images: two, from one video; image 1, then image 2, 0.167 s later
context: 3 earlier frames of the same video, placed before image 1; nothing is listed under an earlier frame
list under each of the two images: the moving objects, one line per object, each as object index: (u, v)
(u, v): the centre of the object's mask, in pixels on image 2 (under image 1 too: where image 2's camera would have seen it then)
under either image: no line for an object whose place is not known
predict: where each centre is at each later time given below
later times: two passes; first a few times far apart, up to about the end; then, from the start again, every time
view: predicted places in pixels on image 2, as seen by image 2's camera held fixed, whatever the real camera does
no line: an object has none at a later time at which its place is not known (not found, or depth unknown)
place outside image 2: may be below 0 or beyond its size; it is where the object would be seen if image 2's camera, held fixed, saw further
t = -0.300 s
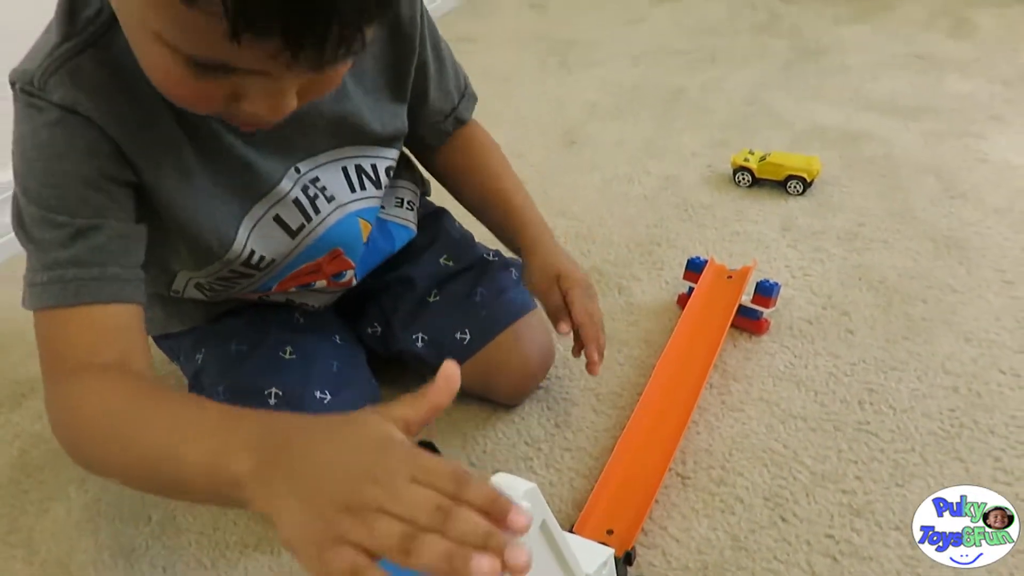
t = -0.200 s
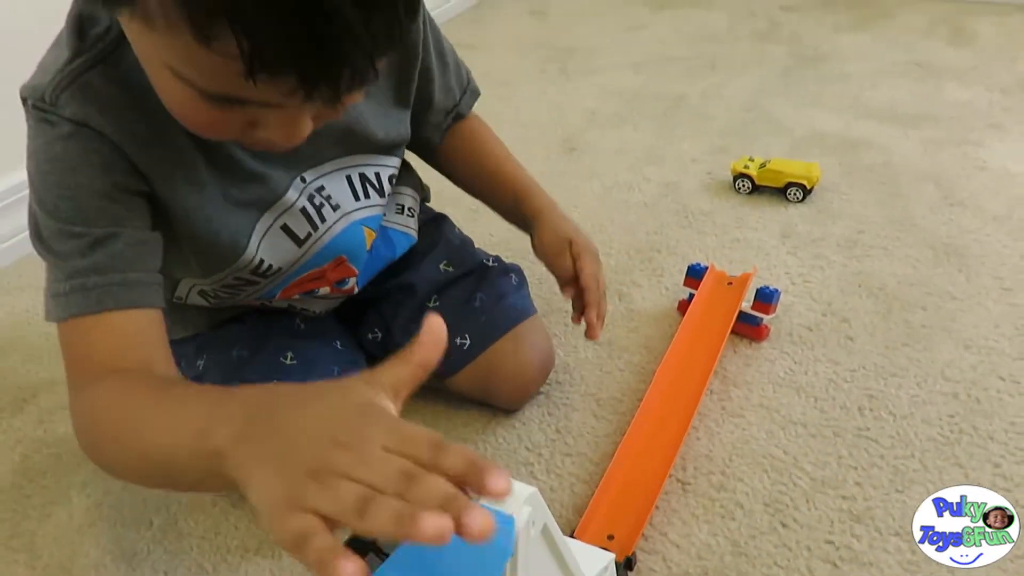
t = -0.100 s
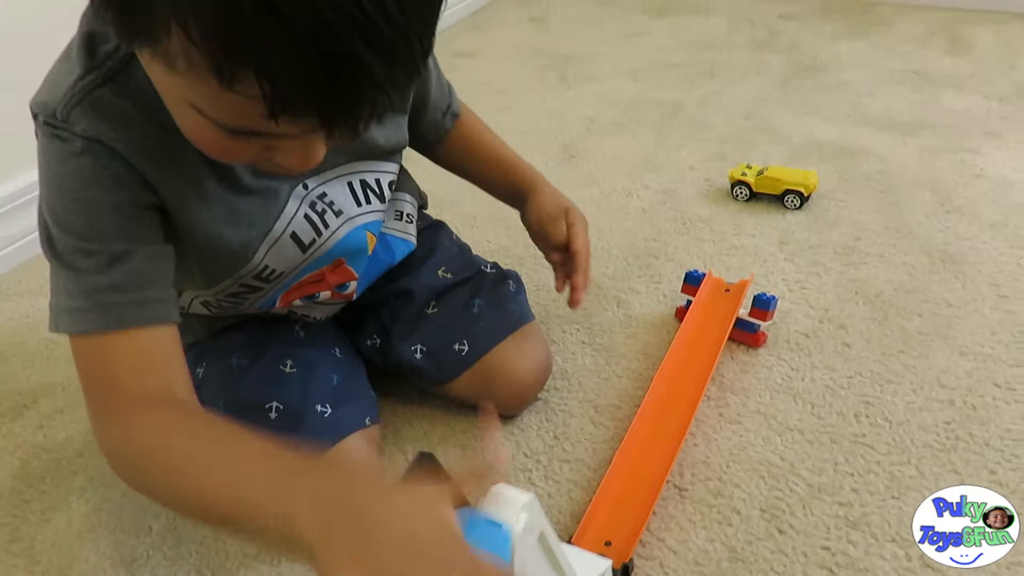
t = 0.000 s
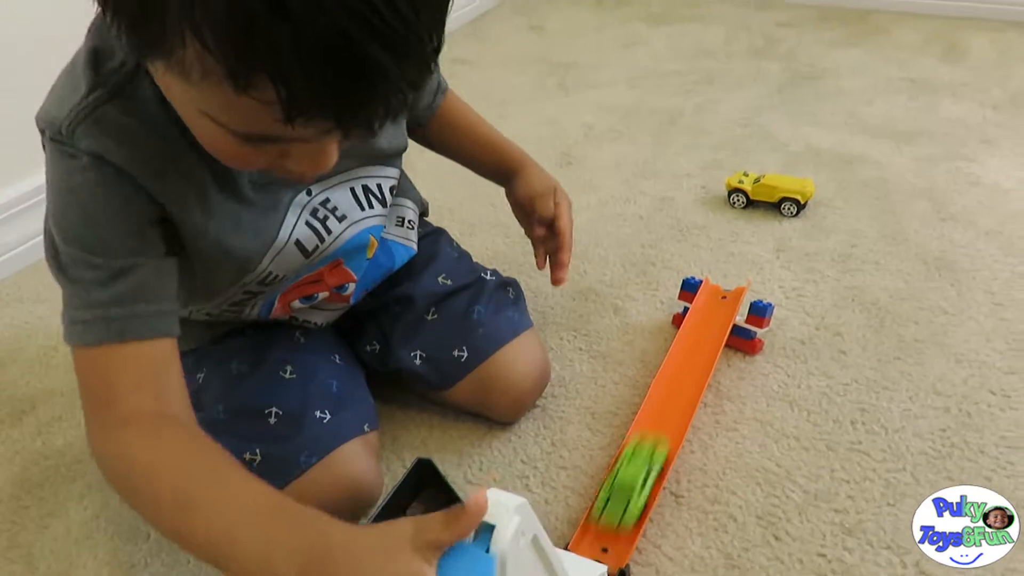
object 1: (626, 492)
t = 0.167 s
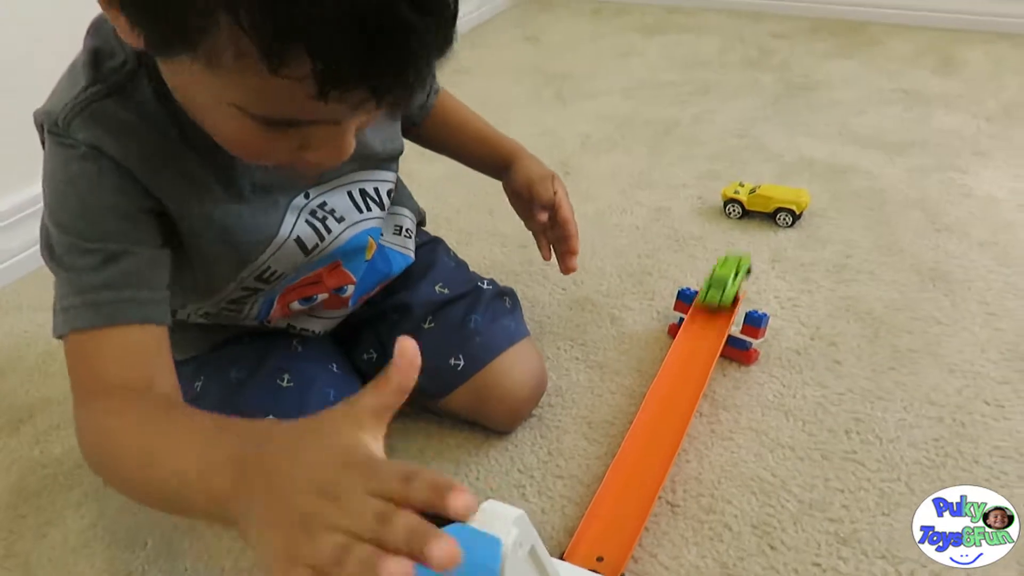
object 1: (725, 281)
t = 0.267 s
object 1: (757, 239)
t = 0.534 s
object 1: (786, 229)
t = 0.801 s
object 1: (795, 228)
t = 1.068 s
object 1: (797, 228)
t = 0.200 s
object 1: (739, 257)
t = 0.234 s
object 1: (748, 247)
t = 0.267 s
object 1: (757, 239)
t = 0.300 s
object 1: (765, 230)
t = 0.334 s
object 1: (769, 231)
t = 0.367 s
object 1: (774, 227)
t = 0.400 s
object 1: (776, 228)
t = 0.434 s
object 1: (780, 230)
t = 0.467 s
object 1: (782, 230)
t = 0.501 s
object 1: (785, 229)
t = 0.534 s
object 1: (786, 229)
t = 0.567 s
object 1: (788, 229)
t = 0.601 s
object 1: (790, 229)
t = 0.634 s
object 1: (792, 229)
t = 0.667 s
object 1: (793, 229)
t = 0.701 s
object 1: (794, 228)
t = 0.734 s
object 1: (795, 229)
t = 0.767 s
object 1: (795, 228)
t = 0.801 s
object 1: (795, 228)
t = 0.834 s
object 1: (796, 229)
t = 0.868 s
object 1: (797, 228)
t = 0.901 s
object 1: (797, 227)
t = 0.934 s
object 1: (797, 227)
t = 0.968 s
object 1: (797, 227)
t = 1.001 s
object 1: (797, 228)
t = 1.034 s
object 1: (797, 228)
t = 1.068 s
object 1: (797, 228)
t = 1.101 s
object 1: (797, 228)
